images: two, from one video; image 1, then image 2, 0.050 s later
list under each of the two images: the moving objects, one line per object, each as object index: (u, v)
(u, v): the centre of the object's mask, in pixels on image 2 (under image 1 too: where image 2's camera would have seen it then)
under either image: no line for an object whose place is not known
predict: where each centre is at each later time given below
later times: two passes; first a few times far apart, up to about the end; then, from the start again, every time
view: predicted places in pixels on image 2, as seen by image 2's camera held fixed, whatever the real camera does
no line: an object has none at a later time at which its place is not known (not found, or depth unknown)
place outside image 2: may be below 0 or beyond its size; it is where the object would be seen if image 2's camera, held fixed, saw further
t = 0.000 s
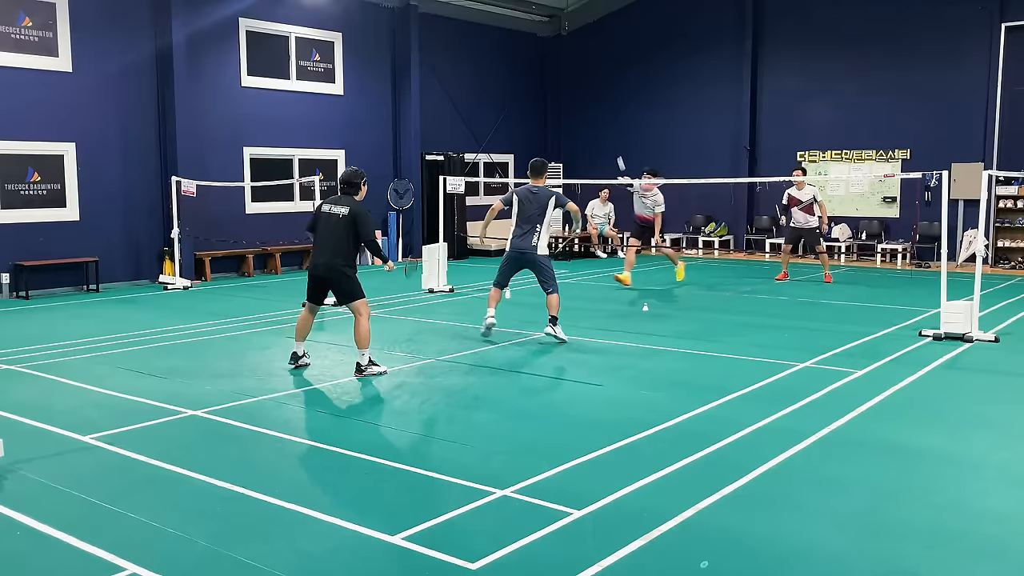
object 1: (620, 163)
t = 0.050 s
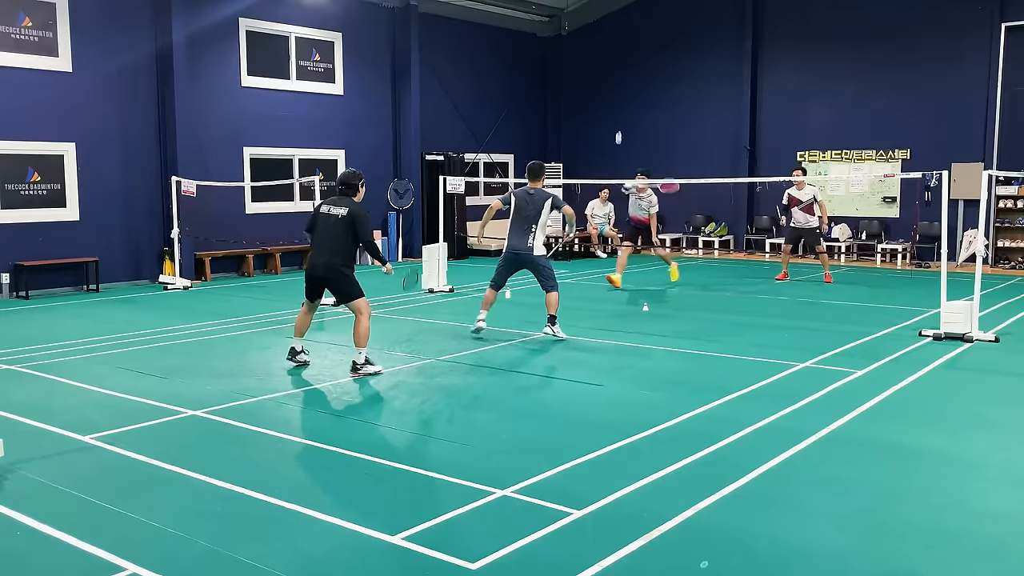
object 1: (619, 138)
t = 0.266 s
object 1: (615, 58)
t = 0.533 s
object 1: (608, 26)
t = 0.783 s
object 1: (595, 75)
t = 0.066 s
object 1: (619, 130)
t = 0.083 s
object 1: (619, 122)
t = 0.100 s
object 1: (619, 115)
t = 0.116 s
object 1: (618, 108)
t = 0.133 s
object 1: (618, 101)
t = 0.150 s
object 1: (618, 95)
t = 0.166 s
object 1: (617, 88)
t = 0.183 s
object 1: (617, 83)
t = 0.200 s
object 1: (617, 77)
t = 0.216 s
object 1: (616, 72)
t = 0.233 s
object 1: (616, 67)
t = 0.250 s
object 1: (615, 62)
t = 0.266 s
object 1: (615, 58)
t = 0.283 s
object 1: (614, 54)
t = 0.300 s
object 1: (614, 50)
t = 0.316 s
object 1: (614, 46)
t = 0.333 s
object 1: (613, 43)
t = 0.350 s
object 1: (613, 40)
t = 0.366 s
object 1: (613, 37)
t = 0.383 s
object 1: (612, 34)
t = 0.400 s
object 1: (612, 32)
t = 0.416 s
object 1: (612, 31)
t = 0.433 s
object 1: (611, 29)
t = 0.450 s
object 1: (610, 28)
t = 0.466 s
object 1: (609, 27)
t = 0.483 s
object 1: (609, 26)
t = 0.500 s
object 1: (609, 26)
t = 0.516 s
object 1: (608, 26)
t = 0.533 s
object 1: (608, 26)
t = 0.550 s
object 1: (607, 27)
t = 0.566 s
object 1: (606, 28)
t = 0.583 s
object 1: (605, 29)
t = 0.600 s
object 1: (605, 31)
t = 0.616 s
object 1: (604, 33)
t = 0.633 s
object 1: (603, 35)
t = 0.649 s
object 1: (602, 38)
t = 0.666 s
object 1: (601, 41)
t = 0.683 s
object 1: (600, 45)
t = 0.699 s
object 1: (600, 49)
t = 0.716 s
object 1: (599, 54)
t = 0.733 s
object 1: (598, 58)
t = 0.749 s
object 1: (597, 63)
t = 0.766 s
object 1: (596, 69)
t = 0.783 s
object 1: (595, 75)
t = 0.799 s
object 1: (594, 81)
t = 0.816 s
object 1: (593, 88)
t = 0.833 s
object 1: (592, 95)
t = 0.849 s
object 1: (591, 102)
